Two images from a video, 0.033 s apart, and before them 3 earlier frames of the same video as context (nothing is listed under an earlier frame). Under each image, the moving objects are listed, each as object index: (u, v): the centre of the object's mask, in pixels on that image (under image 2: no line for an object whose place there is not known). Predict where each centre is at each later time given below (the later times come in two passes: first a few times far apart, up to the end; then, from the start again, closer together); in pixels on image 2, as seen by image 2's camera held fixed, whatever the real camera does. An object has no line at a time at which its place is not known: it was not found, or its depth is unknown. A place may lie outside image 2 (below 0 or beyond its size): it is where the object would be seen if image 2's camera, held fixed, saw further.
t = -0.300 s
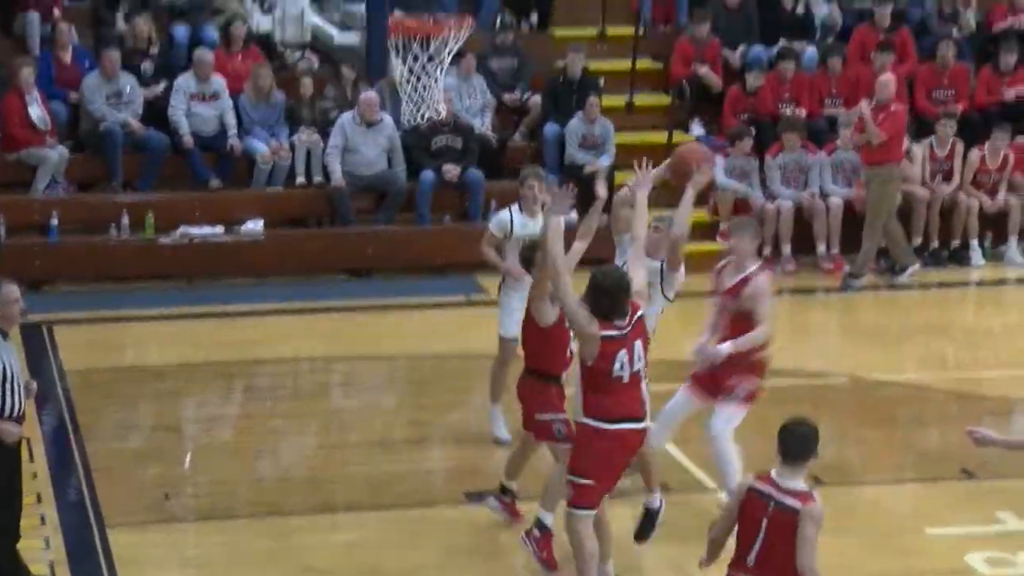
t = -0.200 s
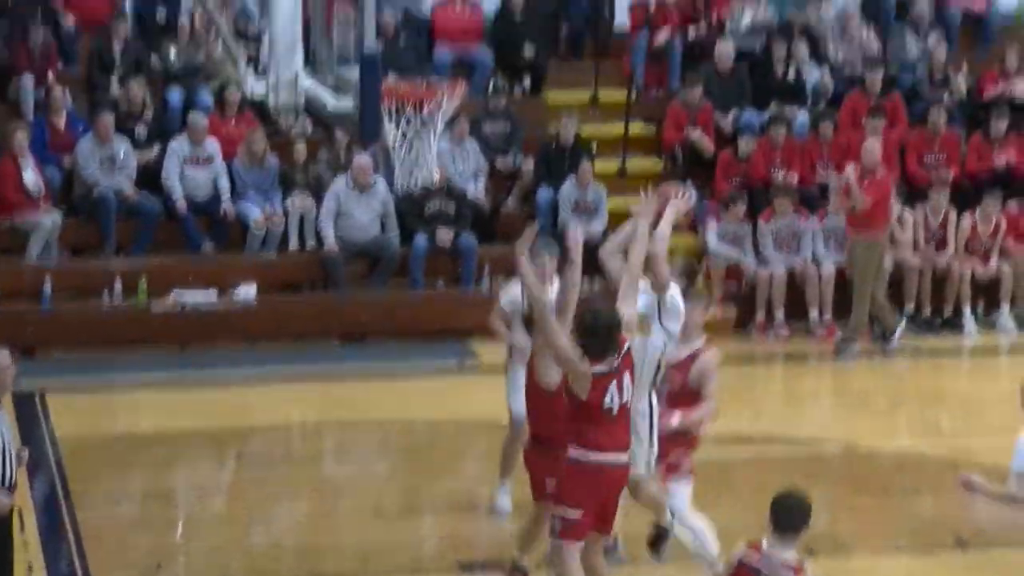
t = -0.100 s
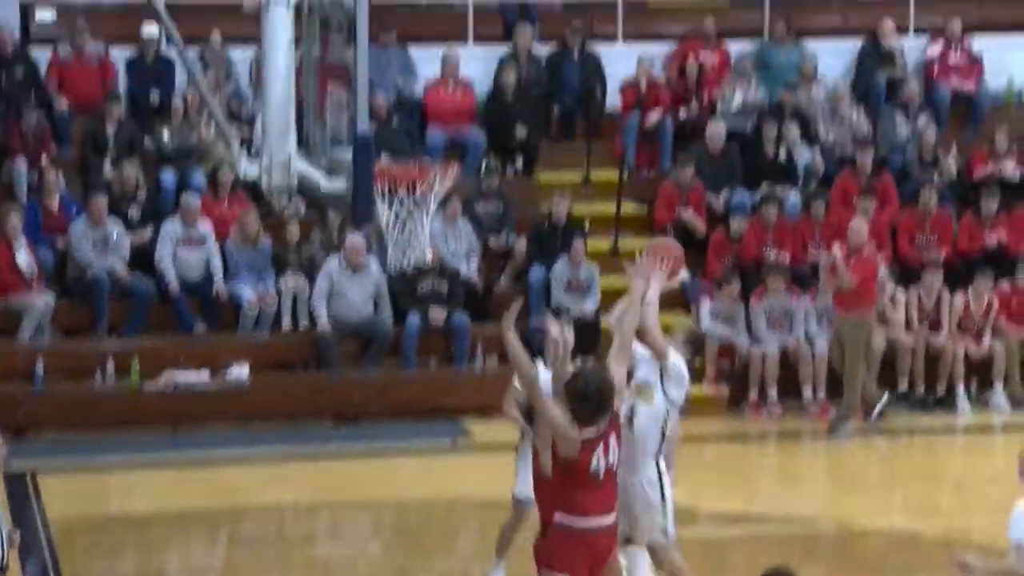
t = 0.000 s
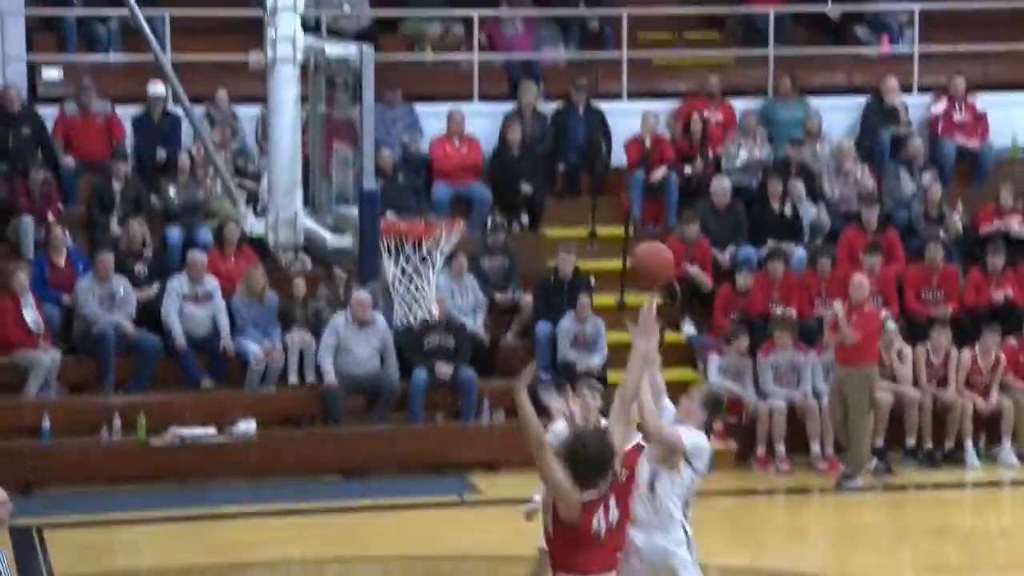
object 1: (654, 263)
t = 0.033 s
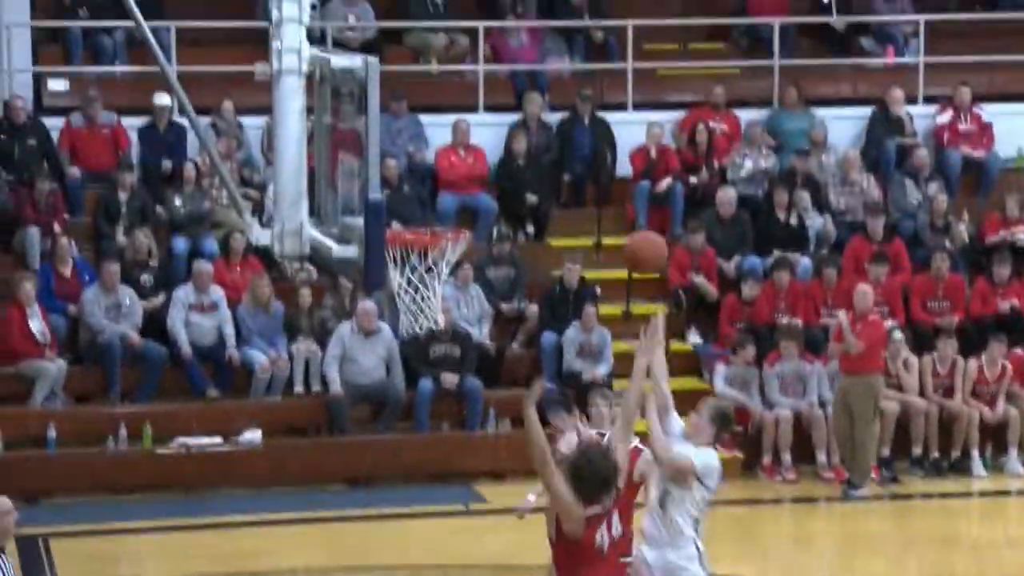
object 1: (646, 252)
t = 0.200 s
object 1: (582, 184)
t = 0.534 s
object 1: (453, 194)
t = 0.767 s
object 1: (405, 212)
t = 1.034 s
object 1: (422, 213)
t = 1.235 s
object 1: (441, 225)
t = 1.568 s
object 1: (441, 347)
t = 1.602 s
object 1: (440, 364)
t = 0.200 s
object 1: (582, 184)
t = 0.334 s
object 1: (531, 162)
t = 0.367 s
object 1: (519, 163)
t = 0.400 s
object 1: (506, 165)
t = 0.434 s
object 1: (493, 168)
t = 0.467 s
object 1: (479, 174)
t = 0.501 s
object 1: (466, 182)
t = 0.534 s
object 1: (453, 194)
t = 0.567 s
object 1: (440, 207)
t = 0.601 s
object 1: (428, 218)
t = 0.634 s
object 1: (423, 215)
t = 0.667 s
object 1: (418, 212)
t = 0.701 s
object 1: (413, 209)
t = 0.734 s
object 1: (409, 210)
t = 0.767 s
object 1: (405, 212)
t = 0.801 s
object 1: (403, 216)
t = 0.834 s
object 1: (403, 216)
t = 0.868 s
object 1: (405, 210)
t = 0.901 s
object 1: (407, 208)
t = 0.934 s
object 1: (410, 206)
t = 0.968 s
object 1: (414, 206)
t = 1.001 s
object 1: (418, 209)
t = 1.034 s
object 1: (422, 213)
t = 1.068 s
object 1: (426, 217)
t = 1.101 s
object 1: (428, 217)
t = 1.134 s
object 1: (430, 218)
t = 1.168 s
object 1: (434, 219)
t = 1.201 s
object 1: (438, 222)
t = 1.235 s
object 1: (441, 225)
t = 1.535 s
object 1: (445, 336)
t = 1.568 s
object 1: (441, 347)
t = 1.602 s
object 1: (440, 364)
